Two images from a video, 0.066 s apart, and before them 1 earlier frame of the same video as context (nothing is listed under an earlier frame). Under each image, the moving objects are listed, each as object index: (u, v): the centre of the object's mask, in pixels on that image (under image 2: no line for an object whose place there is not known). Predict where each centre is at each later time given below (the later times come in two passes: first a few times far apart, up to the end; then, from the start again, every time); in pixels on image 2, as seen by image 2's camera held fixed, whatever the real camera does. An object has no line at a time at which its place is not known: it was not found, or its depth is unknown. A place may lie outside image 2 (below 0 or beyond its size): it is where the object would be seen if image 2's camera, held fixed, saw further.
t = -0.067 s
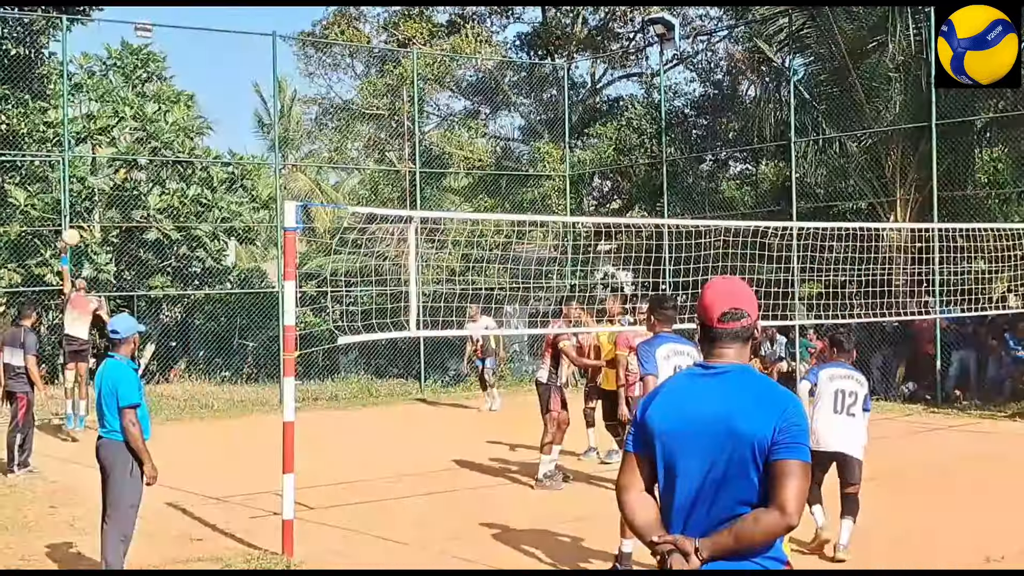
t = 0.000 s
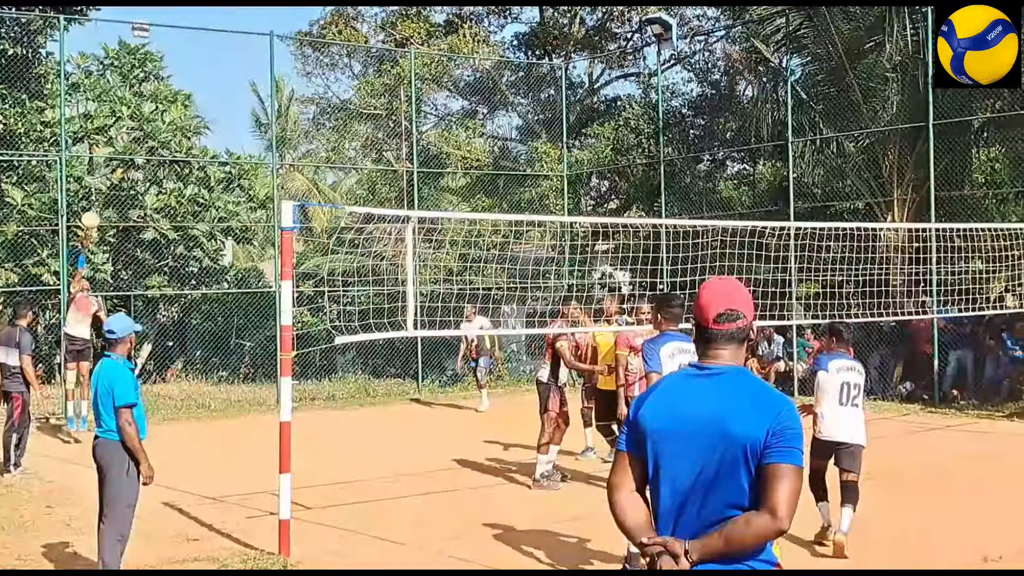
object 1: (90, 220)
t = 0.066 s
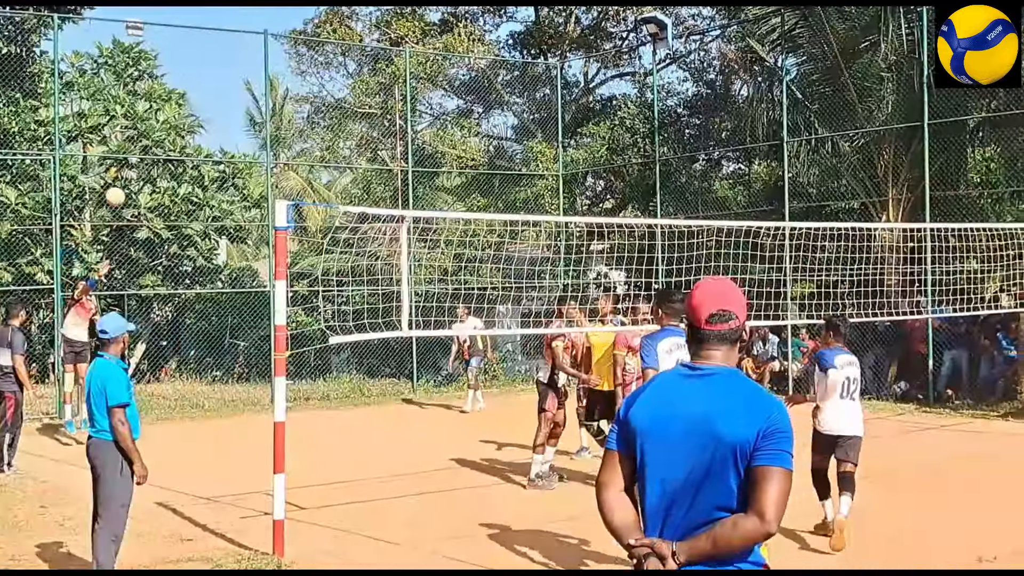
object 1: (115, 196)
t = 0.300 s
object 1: (248, 135)
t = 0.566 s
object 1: (461, 124)
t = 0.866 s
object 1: (839, 240)
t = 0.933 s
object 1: (964, 303)
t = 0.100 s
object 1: (132, 185)
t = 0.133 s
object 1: (149, 175)
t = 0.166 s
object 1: (166, 165)
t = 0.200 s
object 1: (185, 156)
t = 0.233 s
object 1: (205, 149)
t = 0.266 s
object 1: (226, 143)
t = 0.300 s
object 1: (248, 135)
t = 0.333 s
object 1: (270, 130)
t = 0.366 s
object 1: (294, 126)
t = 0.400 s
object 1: (318, 123)
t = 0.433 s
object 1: (344, 121)
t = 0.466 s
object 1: (371, 120)
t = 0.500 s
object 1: (399, 120)
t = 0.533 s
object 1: (429, 122)
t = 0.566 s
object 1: (461, 124)
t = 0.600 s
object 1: (494, 129)
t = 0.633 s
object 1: (528, 135)
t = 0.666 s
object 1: (563, 142)
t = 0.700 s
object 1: (602, 151)
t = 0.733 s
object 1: (642, 164)
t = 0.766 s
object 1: (686, 177)
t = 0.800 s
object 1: (733, 195)
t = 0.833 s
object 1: (784, 215)
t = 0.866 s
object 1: (839, 240)
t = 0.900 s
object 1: (899, 269)
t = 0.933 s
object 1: (964, 303)
